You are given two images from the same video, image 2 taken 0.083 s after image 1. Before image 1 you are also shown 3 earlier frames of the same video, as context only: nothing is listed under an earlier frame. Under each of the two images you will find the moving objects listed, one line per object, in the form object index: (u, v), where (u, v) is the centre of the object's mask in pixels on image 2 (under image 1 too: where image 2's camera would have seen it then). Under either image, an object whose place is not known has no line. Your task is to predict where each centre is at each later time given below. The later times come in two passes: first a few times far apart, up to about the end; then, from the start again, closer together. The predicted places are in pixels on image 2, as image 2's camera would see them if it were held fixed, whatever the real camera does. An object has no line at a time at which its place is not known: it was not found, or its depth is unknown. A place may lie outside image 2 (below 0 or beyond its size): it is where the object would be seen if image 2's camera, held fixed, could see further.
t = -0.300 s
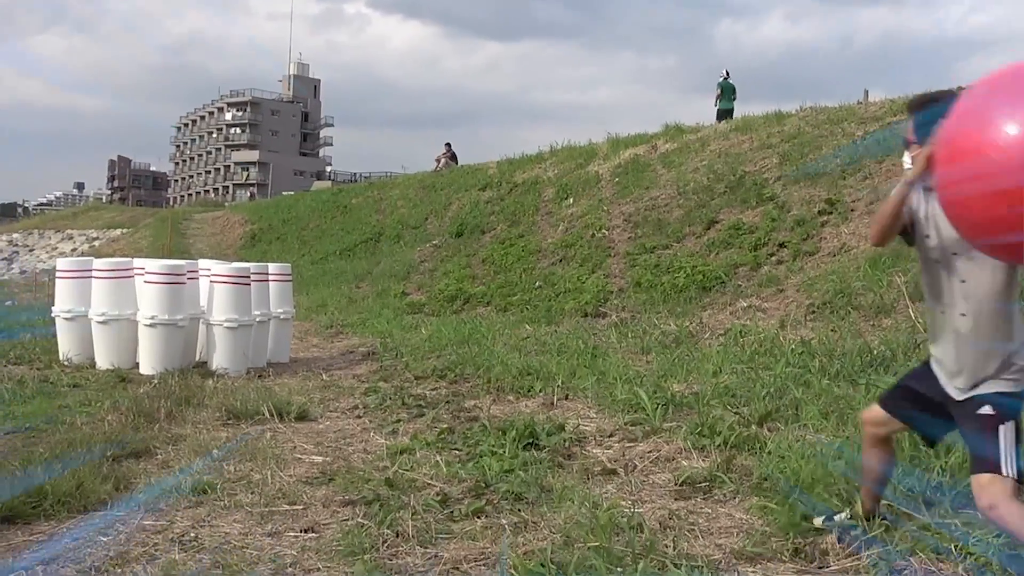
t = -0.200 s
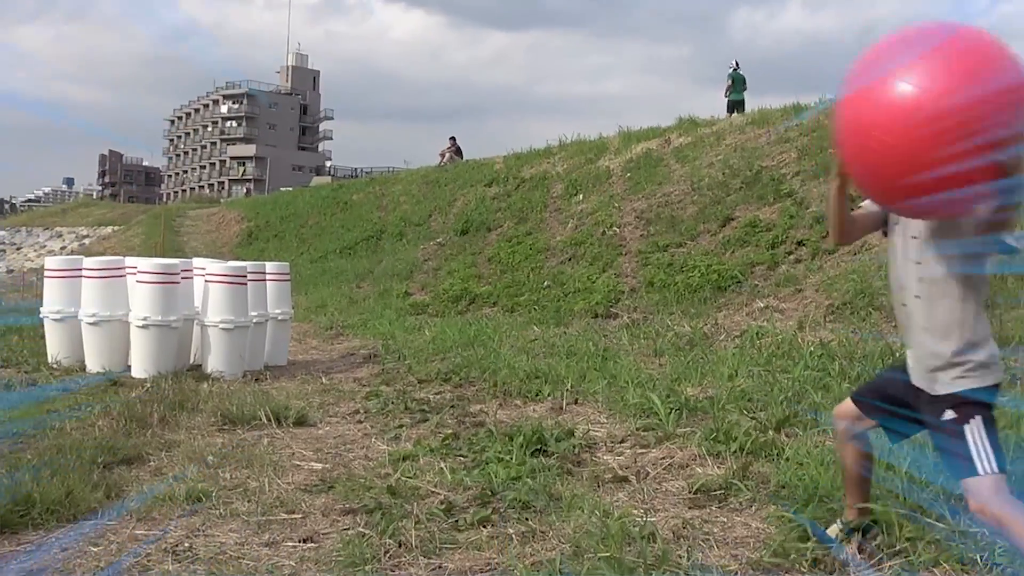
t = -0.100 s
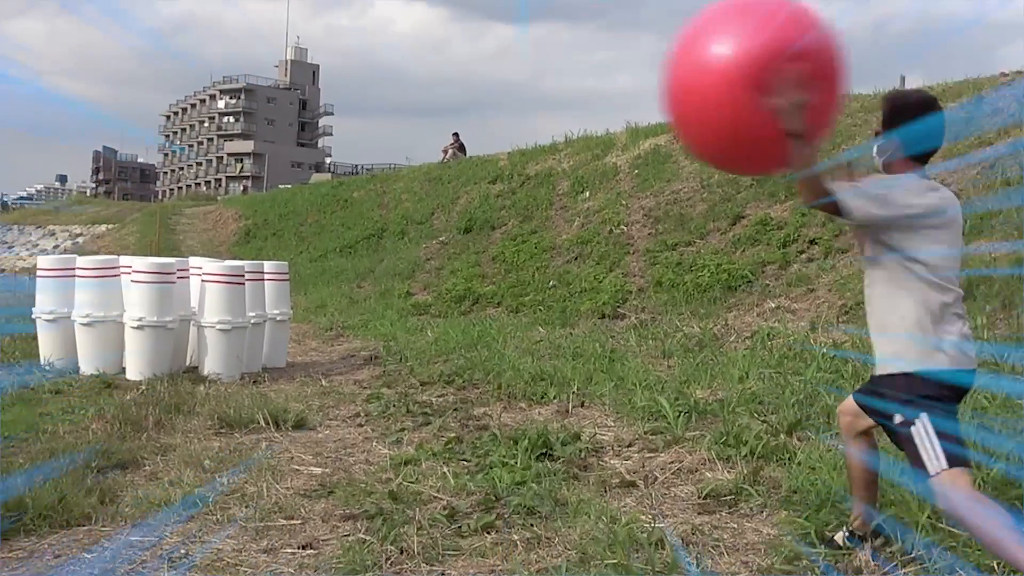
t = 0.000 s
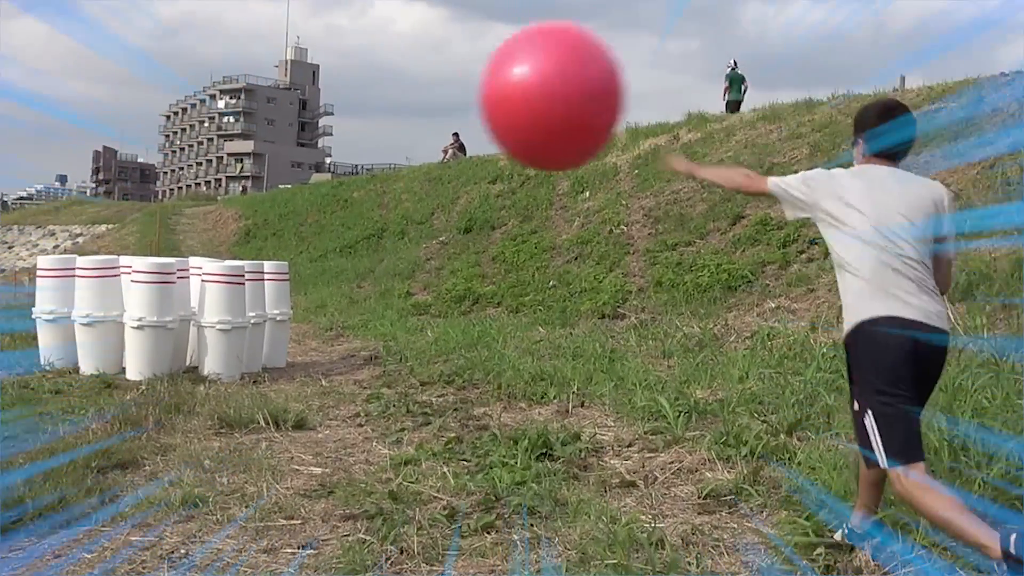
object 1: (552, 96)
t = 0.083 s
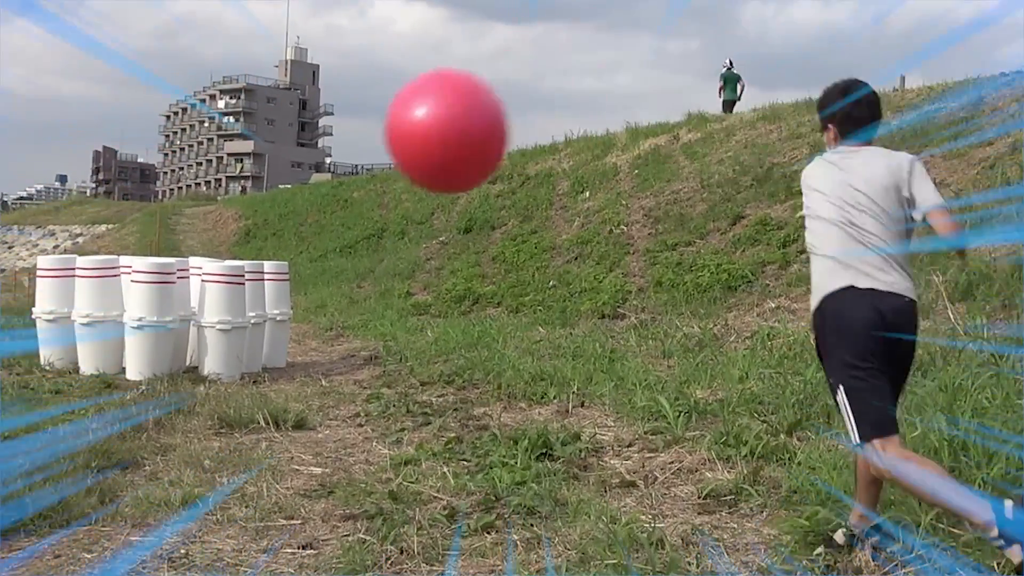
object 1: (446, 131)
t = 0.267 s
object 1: (302, 205)
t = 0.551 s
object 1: (182, 318)
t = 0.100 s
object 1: (429, 138)
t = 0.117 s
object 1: (413, 145)
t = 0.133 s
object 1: (399, 152)
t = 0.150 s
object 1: (385, 160)
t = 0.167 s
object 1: (371, 167)
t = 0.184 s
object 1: (358, 173)
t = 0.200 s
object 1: (346, 180)
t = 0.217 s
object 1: (334, 186)
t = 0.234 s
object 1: (323, 193)
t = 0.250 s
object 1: (313, 198)
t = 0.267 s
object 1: (302, 205)
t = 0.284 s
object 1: (293, 211)
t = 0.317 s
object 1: (274, 224)
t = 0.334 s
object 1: (265, 230)
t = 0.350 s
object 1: (258, 236)
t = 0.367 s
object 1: (250, 244)
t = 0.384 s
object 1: (242, 251)
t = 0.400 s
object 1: (235, 258)
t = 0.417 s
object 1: (228, 265)
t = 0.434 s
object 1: (222, 272)
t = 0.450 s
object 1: (215, 279)
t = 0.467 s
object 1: (209, 286)
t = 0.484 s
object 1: (203, 293)
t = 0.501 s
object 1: (198, 299)
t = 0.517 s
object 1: (192, 306)
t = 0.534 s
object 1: (187, 312)
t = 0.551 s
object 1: (182, 318)
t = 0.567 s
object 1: (177, 323)
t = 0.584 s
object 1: (173, 327)
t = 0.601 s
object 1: (177, 333)
